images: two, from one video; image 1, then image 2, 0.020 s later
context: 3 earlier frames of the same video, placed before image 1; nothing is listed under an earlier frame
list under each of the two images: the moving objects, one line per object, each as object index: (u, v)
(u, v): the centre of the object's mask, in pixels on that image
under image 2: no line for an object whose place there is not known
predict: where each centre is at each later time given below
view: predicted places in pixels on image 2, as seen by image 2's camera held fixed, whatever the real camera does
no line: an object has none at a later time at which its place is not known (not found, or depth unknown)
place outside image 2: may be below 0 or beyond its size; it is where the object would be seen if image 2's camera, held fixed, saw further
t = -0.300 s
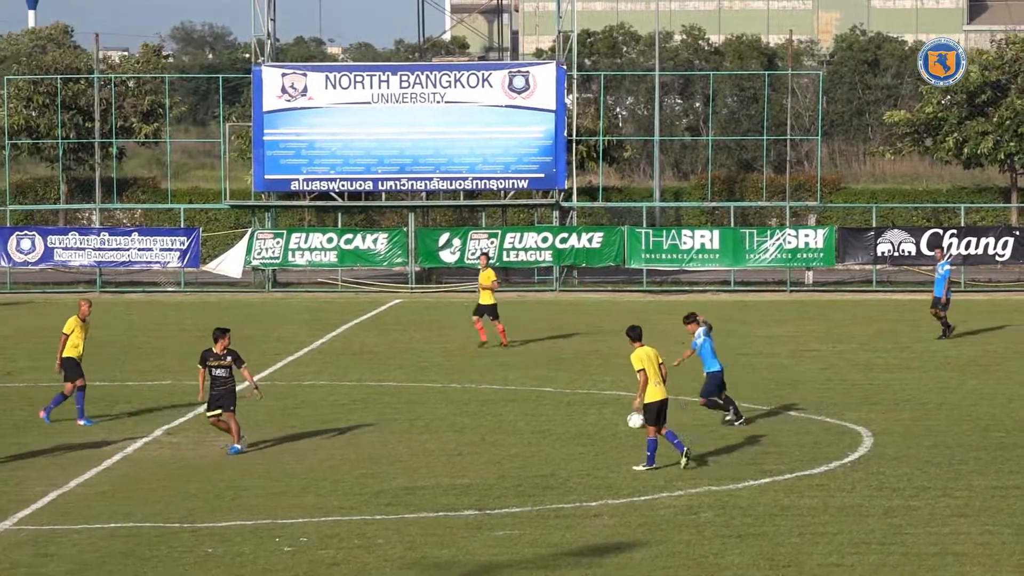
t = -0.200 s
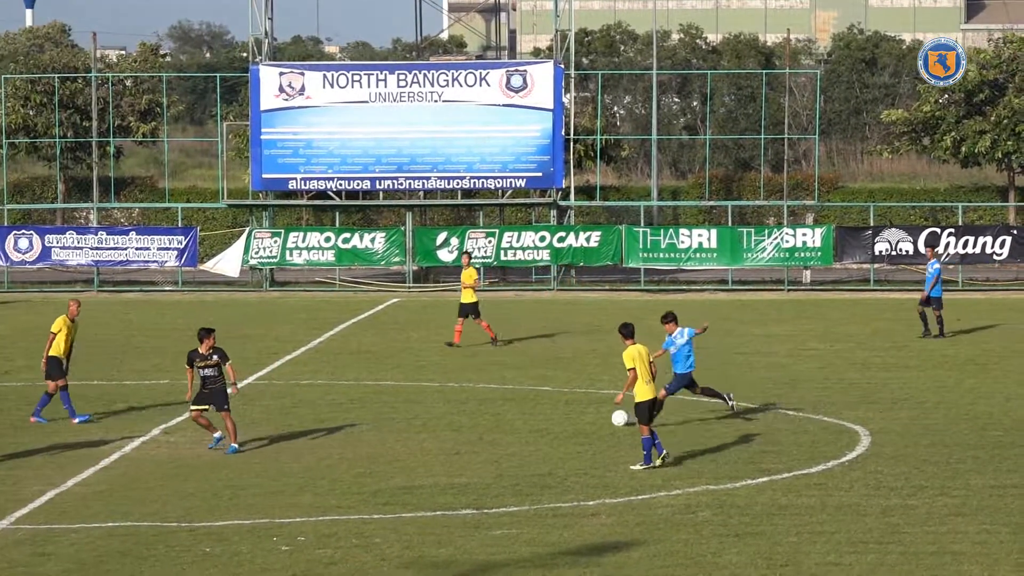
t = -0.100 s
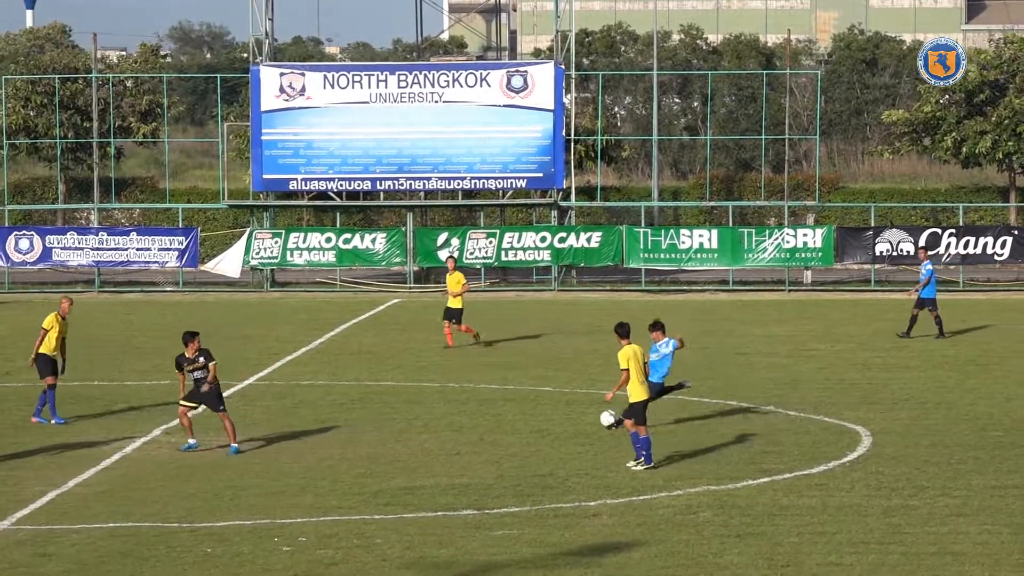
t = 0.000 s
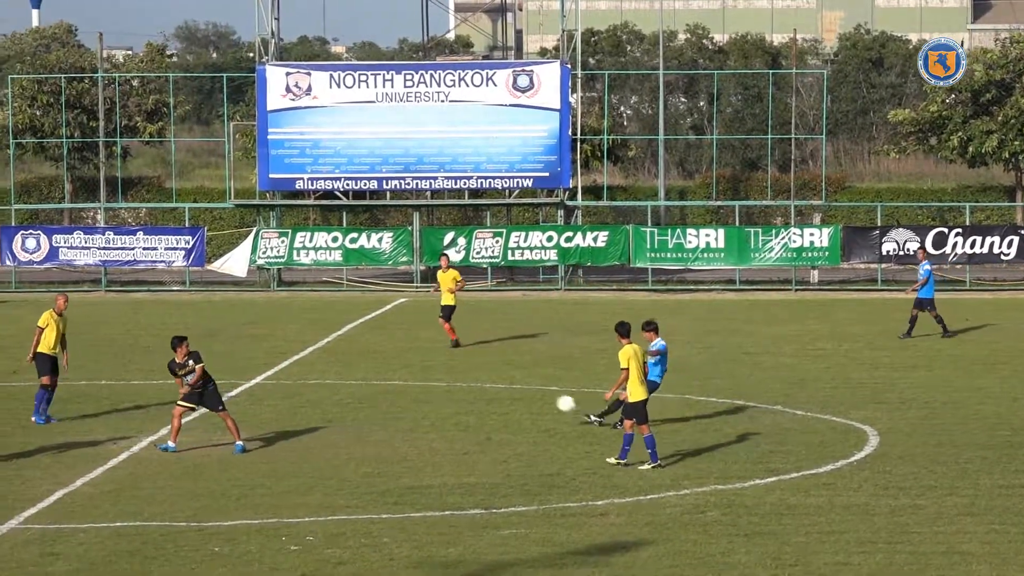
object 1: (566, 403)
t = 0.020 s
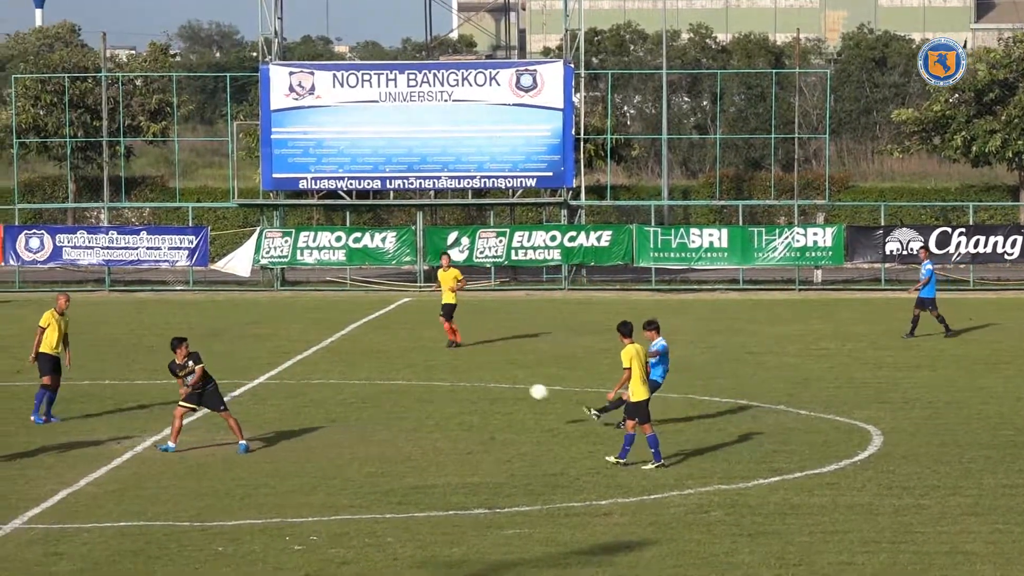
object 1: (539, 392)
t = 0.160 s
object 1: (323, 317)
